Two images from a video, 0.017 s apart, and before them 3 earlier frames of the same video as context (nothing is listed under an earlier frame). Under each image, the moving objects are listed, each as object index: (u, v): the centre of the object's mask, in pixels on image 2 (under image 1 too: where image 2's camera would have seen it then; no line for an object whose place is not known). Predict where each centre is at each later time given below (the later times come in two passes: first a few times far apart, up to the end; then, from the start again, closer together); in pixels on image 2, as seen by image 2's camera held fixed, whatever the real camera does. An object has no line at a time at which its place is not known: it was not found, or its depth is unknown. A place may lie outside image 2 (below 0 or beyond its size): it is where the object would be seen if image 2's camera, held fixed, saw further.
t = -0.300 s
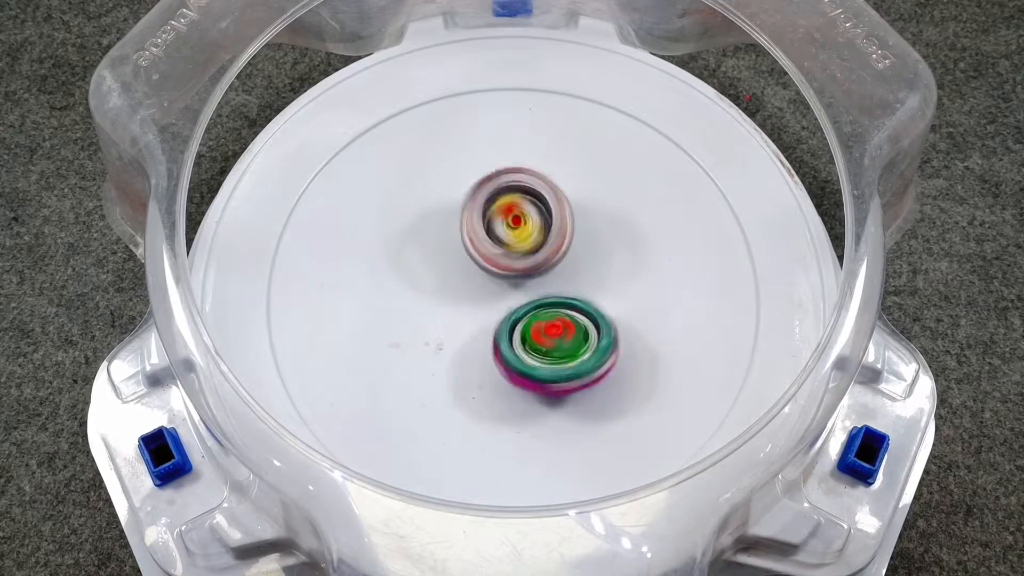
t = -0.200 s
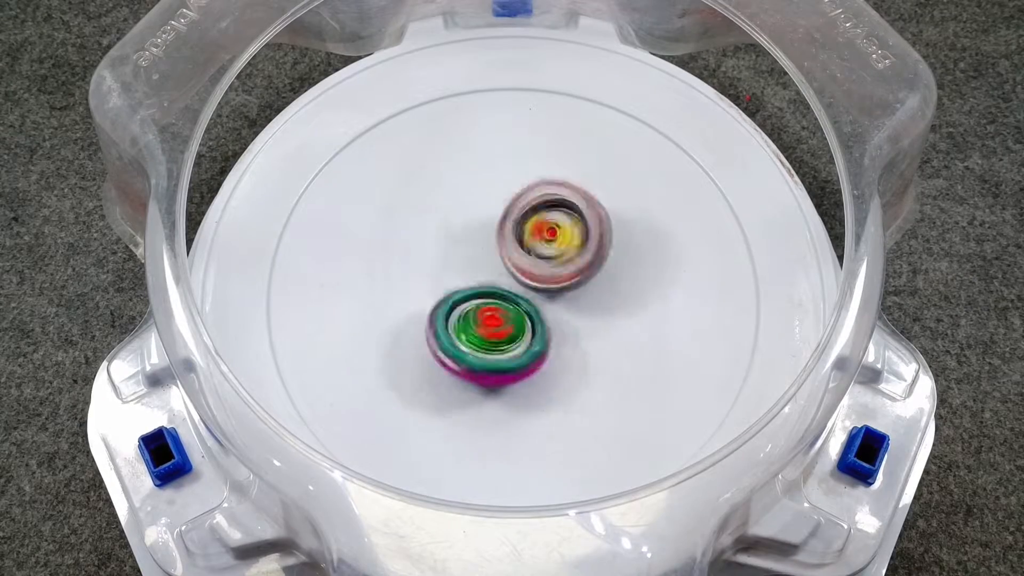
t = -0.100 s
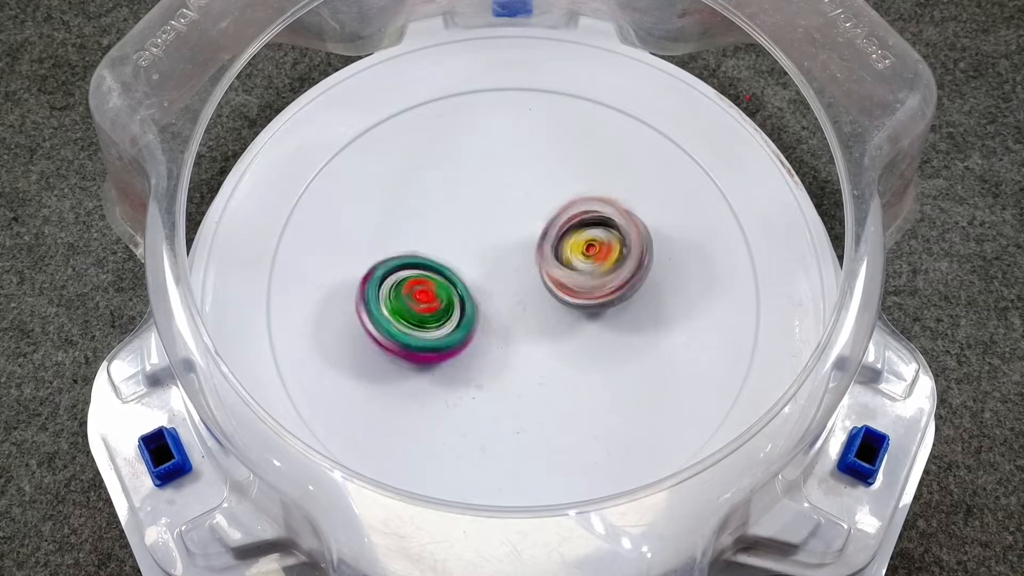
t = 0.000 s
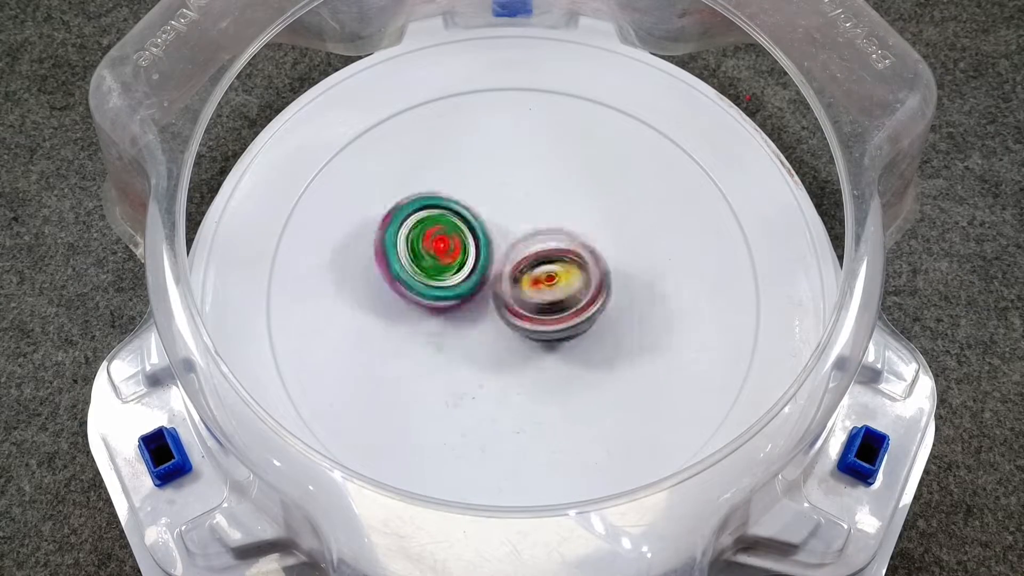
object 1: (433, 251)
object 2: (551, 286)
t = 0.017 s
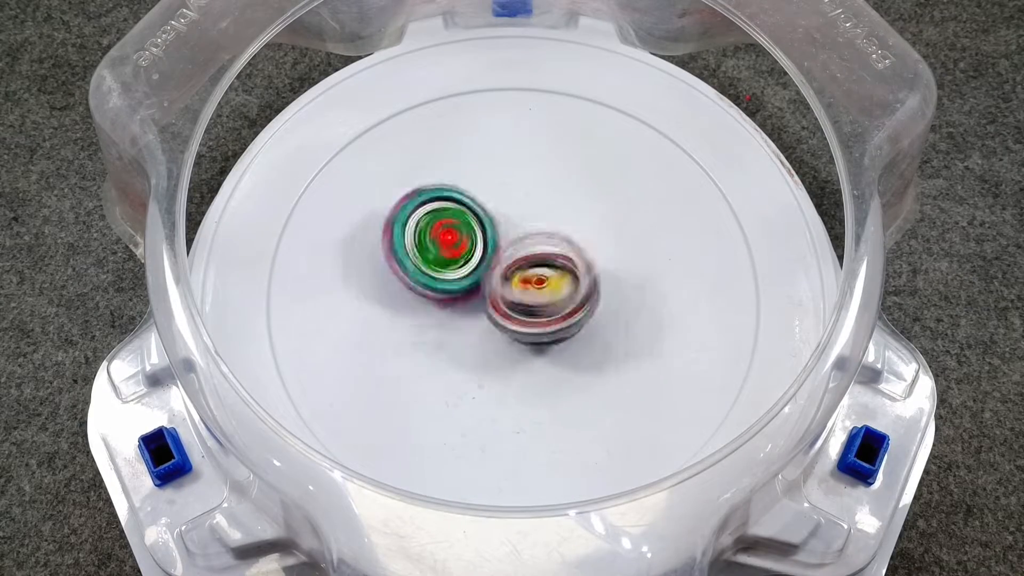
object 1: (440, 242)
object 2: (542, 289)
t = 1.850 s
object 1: (492, 336)
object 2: (516, 233)
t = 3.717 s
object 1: (546, 369)
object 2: (536, 251)
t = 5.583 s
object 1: (448, 306)
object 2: (546, 250)
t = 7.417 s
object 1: (455, 310)
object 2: (561, 251)
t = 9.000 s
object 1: (455, 307)
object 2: (560, 266)
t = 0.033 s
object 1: (445, 232)
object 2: (539, 301)
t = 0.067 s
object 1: (461, 221)
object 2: (525, 315)
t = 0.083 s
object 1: (474, 217)
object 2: (516, 318)
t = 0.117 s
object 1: (502, 215)
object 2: (499, 320)
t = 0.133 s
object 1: (517, 216)
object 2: (490, 317)
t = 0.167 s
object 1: (545, 224)
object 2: (476, 307)
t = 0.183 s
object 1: (557, 231)
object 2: (471, 301)
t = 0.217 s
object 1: (577, 248)
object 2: (466, 287)
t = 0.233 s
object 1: (586, 258)
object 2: (466, 279)
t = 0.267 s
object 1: (596, 279)
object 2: (469, 265)
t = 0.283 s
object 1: (599, 291)
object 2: (472, 258)
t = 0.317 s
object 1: (597, 314)
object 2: (485, 248)
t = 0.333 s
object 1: (593, 325)
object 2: (493, 244)
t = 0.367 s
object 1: (581, 344)
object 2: (509, 239)
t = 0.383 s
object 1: (572, 352)
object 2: (519, 238)
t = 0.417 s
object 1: (550, 362)
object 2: (536, 241)
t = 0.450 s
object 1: (525, 365)
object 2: (551, 247)
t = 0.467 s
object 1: (512, 364)
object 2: (557, 252)
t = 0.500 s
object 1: (488, 355)
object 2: (564, 264)
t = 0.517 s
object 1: (477, 349)
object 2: (567, 270)
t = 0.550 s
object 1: (461, 332)
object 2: (570, 283)
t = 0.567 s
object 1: (455, 321)
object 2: (569, 289)
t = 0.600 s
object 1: (450, 298)
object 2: (567, 300)
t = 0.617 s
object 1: (450, 286)
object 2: (564, 305)
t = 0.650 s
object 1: (456, 262)
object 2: (552, 313)
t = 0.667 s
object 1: (462, 251)
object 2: (545, 315)
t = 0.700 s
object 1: (477, 231)
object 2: (529, 318)
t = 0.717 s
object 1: (480, 227)
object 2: (526, 314)
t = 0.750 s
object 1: (488, 224)
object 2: (522, 318)
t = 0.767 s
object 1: (492, 222)
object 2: (520, 316)
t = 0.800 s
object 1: (501, 219)
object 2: (518, 317)
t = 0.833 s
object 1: (508, 219)
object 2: (514, 319)
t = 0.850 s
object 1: (515, 218)
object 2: (512, 318)
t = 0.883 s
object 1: (522, 219)
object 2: (507, 318)
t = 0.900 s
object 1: (528, 218)
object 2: (506, 317)
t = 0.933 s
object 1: (537, 221)
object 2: (501, 316)
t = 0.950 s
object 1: (542, 223)
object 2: (500, 317)
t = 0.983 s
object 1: (550, 225)
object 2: (495, 313)
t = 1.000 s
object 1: (553, 226)
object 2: (494, 314)
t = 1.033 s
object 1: (561, 231)
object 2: (491, 310)
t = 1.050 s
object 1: (563, 232)
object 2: (490, 309)
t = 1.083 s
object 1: (570, 238)
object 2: (487, 304)
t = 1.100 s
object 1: (572, 239)
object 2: (486, 303)
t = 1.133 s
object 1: (578, 245)
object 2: (484, 299)
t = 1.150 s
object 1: (580, 248)
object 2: (484, 295)
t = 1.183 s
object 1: (584, 254)
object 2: (482, 293)
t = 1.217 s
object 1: (589, 259)
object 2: (483, 287)
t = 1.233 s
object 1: (590, 263)
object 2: (481, 285)
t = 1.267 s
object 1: (591, 269)
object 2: (482, 280)
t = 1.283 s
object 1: (592, 273)
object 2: (479, 275)
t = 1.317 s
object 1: (593, 280)
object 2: (480, 270)
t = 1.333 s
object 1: (593, 283)
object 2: (481, 267)
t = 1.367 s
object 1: (591, 290)
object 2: (478, 262)
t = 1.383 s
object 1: (591, 293)
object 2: (480, 262)
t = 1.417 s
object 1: (587, 301)
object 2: (477, 258)
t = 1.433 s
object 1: (585, 303)
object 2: (477, 257)
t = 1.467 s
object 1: (581, 310)
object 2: (477, 252)
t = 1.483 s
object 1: (578, 313)
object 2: (477, 250)
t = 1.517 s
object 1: (573, 319)
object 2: (478, 246)
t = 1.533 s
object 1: (569, 321)
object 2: (479, 244)
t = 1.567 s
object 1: (564, 326)
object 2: (481, 241)
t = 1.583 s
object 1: (559, 328)
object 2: (482, 240)
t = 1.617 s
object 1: (552, 331)
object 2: (484, 237)
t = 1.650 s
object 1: (543, 335)
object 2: (489, 234)
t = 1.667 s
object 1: (540, 336)
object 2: (490, 234)
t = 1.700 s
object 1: (532, 338)
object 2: (494, 232)
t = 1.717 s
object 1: (527, 339)
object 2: (498, 233)
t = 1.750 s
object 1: (519, 339)
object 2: (501, 232)
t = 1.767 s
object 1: (513, 339)
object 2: (505, 231)
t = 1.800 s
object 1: (505, 339)
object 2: (508, 232)
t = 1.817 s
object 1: (500, 338)
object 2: (512, 231)
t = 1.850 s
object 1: (492, 336)
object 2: (516, 233)
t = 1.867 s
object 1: (488, 335)
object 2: (517, 233)
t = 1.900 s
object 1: (481, 331)
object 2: (523, 235)
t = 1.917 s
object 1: (478, 330)
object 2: (525, 236)
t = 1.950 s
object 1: (471, 325)
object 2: (531, 238)
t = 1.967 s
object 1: (469, 323)
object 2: (535, 239)
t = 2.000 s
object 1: (462, 317)
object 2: (539, 243)
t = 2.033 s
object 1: (459, 311)
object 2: (543, 243)
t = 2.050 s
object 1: (457, 307)
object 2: (547, 246)
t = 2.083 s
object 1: (455, 298)
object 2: (551, 247)
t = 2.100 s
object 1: (454, 295)
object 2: (555, 247)
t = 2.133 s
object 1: (452, 286)
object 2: (559, 250)
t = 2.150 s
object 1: (452, 282)
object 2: (560, 251)
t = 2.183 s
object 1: (451, 275)
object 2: (564, 254)
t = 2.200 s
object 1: (452, 270)
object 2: (564, 256)
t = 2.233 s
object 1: (453, 263)
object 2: (565, 261)
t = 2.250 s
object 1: (454, 259)
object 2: (566, 263)
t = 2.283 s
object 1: (456, 252)
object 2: (567, 267)
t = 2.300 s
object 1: (458, 248)
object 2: (568, 268)
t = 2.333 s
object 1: (462, 242)
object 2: (567, 272)
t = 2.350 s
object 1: (464, 239)
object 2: (566, 276)
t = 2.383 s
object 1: (469, 233)
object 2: (565, 278)
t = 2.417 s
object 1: (473, 226)
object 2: (562, 282)
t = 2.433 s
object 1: (478, 225)
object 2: (561, 285)
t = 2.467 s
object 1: (484, 221)
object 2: (557, 290)
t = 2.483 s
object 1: (488, 216)
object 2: (554, 293)
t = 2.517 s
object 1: (497, 212)
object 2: (549, 297)
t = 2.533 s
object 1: (500, 210)
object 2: (546, 297)
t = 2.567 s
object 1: (510, 206)
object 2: (543, 298)
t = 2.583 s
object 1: (514, 208)
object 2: (542, 303)
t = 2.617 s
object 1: (524, 207)
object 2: (536, 305)
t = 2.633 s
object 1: (529, 206)
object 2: (532, 305)
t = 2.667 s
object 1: (536, 207)
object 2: (527, 306)
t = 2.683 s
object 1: (541, 207)
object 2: (525, 305)
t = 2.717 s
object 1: (549, 210)
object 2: (518, 305)
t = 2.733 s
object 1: (553, 213)
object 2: (515, 307)
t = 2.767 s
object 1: (561, 218)
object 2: (510, 307)
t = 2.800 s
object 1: (567, 223)
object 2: (505, 305)
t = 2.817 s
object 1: (571, 225)
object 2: (502, 304)
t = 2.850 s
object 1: (575, 231)
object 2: (497, 301)
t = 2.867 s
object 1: (579, 234)
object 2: (496, 298)
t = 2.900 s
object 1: (583, 242)
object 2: (490, 295)
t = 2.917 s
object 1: (583, 245)
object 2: (488, 295)
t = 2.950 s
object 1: (587, 253)
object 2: (485, 290)
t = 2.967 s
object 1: (587, 258)
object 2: (483, 286)
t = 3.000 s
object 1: (588, 265)
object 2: (481, 281)
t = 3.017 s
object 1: (589, 270)
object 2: (481, 278)
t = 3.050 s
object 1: (588, 279)
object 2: (476, 269)
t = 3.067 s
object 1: (589, 285)
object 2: (474, 267)
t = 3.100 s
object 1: (587, 296)
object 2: (473, 262)
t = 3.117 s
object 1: (587, 302)
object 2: (471, 257)
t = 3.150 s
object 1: (588, 314)
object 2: (469, 251)
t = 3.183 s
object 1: (588, 325)
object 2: (470, 246)
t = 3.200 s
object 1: (589, 331)
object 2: (472, 245)
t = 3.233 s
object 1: (590, 340)
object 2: (472, 240)
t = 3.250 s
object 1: (591, 343)
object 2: (471, 237)
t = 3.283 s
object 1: (592, 350)
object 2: (474, 232)
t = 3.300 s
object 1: (592, 354)
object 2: (475, 233)
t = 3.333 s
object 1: (593, 358)
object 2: (477, 229)
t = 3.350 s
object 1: (593, 361)
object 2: (481, 228)
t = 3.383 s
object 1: (591, 366)
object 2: (485, 227)
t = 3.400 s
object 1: (591, 368)
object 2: (486, 225)
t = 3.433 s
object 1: (588, 372)
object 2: (491, 225)
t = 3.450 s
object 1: (586, 374)
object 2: (494, 225)
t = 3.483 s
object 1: (583, 376)
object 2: (500, 226)
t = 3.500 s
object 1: (581, 377)
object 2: (503, 226)
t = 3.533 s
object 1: (575, 379)
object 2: (509, 227)
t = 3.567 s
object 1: (572, 379)
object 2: (514, 230)
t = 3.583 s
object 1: (568, 379)
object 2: (516, 231)
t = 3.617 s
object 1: (562, 378)
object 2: (521, 235)
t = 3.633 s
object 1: (560, 377)
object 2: (524, 238)
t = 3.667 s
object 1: (553, 375)
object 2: (529, 243)
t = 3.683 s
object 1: (551, 373)
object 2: (532, 245)
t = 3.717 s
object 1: (546, 369)
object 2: (536, 251)
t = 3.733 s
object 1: (543, 367)
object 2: (536, 256)
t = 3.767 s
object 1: (533, 362)
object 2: (543, 257)
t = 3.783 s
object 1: (525, 361)
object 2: (547, 259)
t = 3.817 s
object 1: (510, 353)
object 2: (550, 263)
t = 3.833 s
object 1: (500, 350)
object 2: (550, 264)
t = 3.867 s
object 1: (479, 343)
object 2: (556, 265)
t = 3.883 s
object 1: (468, 341)
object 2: (559, 266)
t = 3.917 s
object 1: (446, 335)
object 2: (563, 270)
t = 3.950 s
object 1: (427, 329)
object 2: (563, 273)
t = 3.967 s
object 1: (417, 328)
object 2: (561, 274)
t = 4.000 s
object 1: (402, 326)
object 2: (562, 274)
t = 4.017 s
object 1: (395, 325)
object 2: (564, 275)
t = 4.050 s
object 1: (386, 326)
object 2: (564, 277)
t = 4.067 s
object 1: (382, 327)
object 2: (564, 278)
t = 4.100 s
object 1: (380, 330)
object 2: (563, 281)
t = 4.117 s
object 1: (379, 330)
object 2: (562, 282)
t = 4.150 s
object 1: (380, 331)
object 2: (560, 284)
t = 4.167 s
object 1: (381, 332)
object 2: (558, 283)
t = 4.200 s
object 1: (385, 334)
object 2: (557, 284)
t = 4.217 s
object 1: (385, 336)
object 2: (555, 286)
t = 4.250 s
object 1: (385, 337)
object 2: (551, 287)
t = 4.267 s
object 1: (386, 338)
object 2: (550, 286)
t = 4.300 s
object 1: (389, 339)
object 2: (546, 287)
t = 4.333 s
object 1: (391, 341)
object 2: (542, 286)
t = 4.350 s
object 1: (393, 342)
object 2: (539, 285)
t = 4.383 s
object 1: (395, 343)
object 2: (535, 285)
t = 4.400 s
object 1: (397, 343)
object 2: (535, 285)
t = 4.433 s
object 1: (402, 344)
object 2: (531, 284)
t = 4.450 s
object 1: (405, 343)
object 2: (528, 280)
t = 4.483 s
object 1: (413, 343)
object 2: (527, 279)
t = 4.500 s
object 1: (419, 343)
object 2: (525, 280)
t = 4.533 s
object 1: (422, 341)
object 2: (534, 277)
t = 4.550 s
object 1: (423, 341)
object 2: (538, 275)
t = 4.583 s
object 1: (426, 340)
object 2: (546, 269)
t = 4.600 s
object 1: (428, 341)
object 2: (548, 268)
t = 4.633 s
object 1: (434, 341)
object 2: (552, 265)
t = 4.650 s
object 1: (438, 340)
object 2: (555, 262)
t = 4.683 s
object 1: (449, 338)
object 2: (559, 258)
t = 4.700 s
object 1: (455, 337)
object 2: (560, 258)
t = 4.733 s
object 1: (469, 330)
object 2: (564, 257)
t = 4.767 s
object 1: (463, 323)
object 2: (581, 252)
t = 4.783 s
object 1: (456, 319)
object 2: (592, 248)
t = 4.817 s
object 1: (444, 313)
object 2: (609, 248)
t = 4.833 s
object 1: (441, 309)
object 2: (615, 248)
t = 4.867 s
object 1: (437, 304)
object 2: (623, 251)
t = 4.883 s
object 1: (437, 302)
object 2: (627, 251)
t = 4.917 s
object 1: (440, 299)
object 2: (632, 250)
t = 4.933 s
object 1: (442, 300)
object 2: (636, 252)
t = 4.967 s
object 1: (447, 299)
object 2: (637, 256)
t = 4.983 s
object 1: (449, 300)
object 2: (635, 260)
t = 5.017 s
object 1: (455, 302)
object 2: (633, 259)
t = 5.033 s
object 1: (457, 304)
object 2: (632, 262)
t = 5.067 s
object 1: (460, 308)
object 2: (630, 265)
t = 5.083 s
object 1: (460, 311)
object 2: (627, 268)
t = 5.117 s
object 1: (461, 315)
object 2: (622, 267)
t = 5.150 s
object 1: (460, 319)
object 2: (617, 275)
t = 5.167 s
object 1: (459, 321)
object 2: (611, 276)
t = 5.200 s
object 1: (458, 322)
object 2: (601, 277)
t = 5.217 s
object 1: (457, 323)
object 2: (595, 279)
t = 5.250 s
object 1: (457, 323)
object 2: (584, 278)
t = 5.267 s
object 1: (457, 323)
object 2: (579, 280)
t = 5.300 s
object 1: (458, 322)
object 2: (568, 277)
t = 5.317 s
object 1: (456, 321)
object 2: (562, 279)
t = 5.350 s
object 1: (451, 318)
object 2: (559, 274)
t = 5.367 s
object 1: (450, 317)
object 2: (556, 278)
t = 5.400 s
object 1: (451, 314)
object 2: (545, 272)
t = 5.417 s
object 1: (450, 312)
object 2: (541, 275)
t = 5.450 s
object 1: (446, 307)
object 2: (540, 268)
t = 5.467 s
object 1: (446, 306)
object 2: (542, 270)
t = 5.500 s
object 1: (444, 305)
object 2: (544, 268)
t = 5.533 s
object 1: (445, 305)
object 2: (542, 262)
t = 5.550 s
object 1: (445, 305)
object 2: (542, 260)
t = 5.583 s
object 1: (448, 306)
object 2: (546, 250)
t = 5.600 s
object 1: (449, 307)
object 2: (549, 250)
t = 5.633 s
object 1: (451, 309)
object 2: (553, 247)
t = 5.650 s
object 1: (451, 310)
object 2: (554, 247)
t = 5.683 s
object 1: (453, 313)
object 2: (557, 243)
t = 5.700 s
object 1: (453, 314)
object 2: (558, 242)
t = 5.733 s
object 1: (454, 317)
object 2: (560, 241)
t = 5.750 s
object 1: (454, 318)
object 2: (561, 242)
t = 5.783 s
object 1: (454, 320)
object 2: (561, 243)
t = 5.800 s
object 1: (454, 320)
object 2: (562, 244)
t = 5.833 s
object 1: (454, 319)
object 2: (562, 243)
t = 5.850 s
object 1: (454, 318)
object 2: (563, 243)
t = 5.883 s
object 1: (454, 316)
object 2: (560, 244)
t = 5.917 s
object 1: (454, 314)
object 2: (559, 243)
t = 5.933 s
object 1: (453, 313)
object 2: (558, 246)
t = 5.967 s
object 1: (452, 311)
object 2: (557, 250)
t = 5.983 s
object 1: (452, 310)
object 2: (552, 251)
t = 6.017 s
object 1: (450, 308)
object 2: (548, 251)
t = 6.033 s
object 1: (450, 307)
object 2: (546, 249)
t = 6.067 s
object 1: (449, 306)
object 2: (542, 255)
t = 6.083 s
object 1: (448, 306)
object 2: (541, 252)
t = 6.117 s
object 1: (445, 305)
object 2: (537, 256)
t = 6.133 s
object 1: (445, 304)
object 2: (537, 257)
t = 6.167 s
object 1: (445, 304)
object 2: (537, 257)
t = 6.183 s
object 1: (446, 305)
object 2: (538, 260)
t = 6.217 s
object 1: (447, 306)
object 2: (540, 261)
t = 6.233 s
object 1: (448, 306)
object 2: (539, 259)
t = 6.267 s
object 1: (450, 308)
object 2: (541, 260)
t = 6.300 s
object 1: (451, 310)
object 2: (541, 260)
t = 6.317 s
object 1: (452, 312)
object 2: (541, 260)
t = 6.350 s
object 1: (454, 314)
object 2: (544, 256)
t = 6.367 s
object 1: (455, 315)
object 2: (547, 256)
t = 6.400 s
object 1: (455, 318)
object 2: (549, 260)
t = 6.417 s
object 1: (455, 318)
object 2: (550, 261)
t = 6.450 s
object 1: (454, 318)
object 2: (552, 266)
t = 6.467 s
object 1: (455, 317)
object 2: (551, 267)
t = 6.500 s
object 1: (455, 315)
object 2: (554, 269)
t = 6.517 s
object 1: (453, 315)
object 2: (556, 270)
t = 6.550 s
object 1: (453, 314)
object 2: (562, 272)
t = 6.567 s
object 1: (453, 313)
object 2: (564, 274)
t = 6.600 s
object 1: (452, 312)
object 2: (562, 279)
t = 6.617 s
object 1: (452, 312)
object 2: (562, 281)
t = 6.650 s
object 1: (451, 312)
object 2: (562, 281)
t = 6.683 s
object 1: (449, 310)
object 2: (565, 282)
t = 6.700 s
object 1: (449, 310)
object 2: (569, 284)
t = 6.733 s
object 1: (451, 308)
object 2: (572, 288)
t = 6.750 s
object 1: (452, 308)
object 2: (572, 289)
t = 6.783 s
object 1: (453, 308)
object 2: (568, 287)
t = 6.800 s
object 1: (453, 309)
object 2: (567, 287)
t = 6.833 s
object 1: (454, 310)
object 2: (565, 282)
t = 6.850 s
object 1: (454, 310)
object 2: (565, 277)
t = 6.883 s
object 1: (455, 311)
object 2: (562, 274)
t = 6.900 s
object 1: (454, 311)
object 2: (558, 274)
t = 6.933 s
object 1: (454, 311)
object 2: (549, 275)
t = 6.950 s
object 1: (453, 312)
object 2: (547, 275)
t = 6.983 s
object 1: (454, 311)
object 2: (541, 270)
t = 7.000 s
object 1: (454, 311)
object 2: (541, 266)
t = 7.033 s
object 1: (454, 311)
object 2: (544, 259)
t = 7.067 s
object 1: (454, 310)
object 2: (549, 254)
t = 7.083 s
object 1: (454, 309)
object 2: (546, 251)
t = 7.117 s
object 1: (453, 308)
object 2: (540, 245)
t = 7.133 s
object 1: (453, 308)
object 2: (539, 242)
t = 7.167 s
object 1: (453, 308)
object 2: (537, 238)
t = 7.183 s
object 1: (453, 308)
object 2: (538, 236)
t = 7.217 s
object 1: (453, 308)
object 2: (540, 236)
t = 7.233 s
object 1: (453, 308)
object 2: (542, 238)
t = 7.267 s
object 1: (454, 309)
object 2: (541, 244)
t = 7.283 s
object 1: (454, 310)
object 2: (540, 246)
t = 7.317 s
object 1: (454, 310)
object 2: (543, 250)
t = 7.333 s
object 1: (454, 311)
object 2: (548, 250)
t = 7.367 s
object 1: (455, 311)
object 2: (555, 248)
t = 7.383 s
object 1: (455, 310)
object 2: (557, 247)
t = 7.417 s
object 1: (455, 310)
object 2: (561, 251)
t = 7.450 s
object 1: (455, 309)
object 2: (557, 259)
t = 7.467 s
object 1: (454, 309)
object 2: (554, 262)
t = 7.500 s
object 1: (454, 309)
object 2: (554, 265)
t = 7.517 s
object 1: (453, 309)
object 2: (558, 267)
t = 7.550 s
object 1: (454, 309)
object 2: (564, 271)
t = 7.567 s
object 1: (454, 309)
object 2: (566, 273)
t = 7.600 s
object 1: (455, 309)
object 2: (562, 277)
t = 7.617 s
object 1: (455, 309)
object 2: (560, 277)
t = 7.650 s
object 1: (454, 309)
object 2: (555, 274)
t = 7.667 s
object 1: (454, 309)
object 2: (553, 272)
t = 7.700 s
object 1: (454, 308)
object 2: (553, 267)
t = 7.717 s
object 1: (454, 308)
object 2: (554, 266)
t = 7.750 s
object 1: (455, 308)
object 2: (553, 267)
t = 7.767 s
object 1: (454, 308)
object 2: (550, 269)
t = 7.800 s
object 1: (453, 308)
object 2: (545, 271)
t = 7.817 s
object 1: (453, 308)
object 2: (544, 272)
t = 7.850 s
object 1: (453, 308)
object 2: (546, 274)
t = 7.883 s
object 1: (454, 308)
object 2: (550, 276)
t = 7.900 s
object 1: (455, 308)
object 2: (553, 276)
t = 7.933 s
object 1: (455, 308)
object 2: (558, 274)
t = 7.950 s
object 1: (455, 308)
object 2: (559, 273)
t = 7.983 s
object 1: (455, 308)
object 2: (560, 269)
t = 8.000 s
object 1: (455, 308)
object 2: (561, 267)
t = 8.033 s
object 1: (455, 308)
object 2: (563, 264)
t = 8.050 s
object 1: (455, 308)
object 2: (563, 263)
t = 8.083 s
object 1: (455, 308)
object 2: (563, 266)
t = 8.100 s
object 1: (455, 308)
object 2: (562, 268)
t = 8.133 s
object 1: (455, 308)
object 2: (561, 270)
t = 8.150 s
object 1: (455, 308)
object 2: (561, 270)
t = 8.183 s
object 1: (455, 308)
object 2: (561, 270)
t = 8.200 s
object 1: (455, 308)
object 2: (561, 270)
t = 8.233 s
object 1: (455, 308)
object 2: (560, 270)
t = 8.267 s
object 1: (455, 308)
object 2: (560, 270)
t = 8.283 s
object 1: (455, 308)
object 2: (560, 269)
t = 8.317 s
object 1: (455, 308)
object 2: (559, 270)
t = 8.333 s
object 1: (455, 308)
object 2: (559, 270)
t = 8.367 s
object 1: (455, 308)
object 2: (559, 270)
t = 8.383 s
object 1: (455, 307)
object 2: (560, 270)
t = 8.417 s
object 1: (455, 308)
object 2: (561, 271)
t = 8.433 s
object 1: (455, 308)
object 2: (561, 271)
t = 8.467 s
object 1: (455, 307)
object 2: (562, 270)
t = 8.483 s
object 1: (455, 307)
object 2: (562, 270)
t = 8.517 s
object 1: (455, 307)
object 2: (561, 268)
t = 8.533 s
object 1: (455, 307)
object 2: (561, 267)
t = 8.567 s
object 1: (455, 307)
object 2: (560, 265)
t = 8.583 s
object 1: (455, 307)
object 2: (560, 265)
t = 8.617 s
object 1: (455, 307)
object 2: (561, 264)
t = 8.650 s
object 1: (455, 307)
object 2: (561, 264)
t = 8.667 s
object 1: (455, 307)
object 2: (561, 264)
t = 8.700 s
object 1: (455, 307)
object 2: (561, 265)
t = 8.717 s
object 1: (455, 307)
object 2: (560, 266)
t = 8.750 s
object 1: (455, 307)
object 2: (560, 266)
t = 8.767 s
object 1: (455, 307)
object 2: (560, 266)
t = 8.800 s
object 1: (455, 307)
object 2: (560, 266)
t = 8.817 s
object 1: (455, 307)
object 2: (560, 266)
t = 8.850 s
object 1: (455, 307)
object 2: (560, 266)
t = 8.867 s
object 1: (455, 307)
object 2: (560, 266)
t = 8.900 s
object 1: (455, 307)
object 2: (560, 266)
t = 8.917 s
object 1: (455, 307)
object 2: (560, 266)
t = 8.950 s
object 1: (455, 307)
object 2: (560, 266)
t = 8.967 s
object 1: (455, 307)
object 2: (560, 266)
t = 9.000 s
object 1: (455, 307)
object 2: (560, 266)
